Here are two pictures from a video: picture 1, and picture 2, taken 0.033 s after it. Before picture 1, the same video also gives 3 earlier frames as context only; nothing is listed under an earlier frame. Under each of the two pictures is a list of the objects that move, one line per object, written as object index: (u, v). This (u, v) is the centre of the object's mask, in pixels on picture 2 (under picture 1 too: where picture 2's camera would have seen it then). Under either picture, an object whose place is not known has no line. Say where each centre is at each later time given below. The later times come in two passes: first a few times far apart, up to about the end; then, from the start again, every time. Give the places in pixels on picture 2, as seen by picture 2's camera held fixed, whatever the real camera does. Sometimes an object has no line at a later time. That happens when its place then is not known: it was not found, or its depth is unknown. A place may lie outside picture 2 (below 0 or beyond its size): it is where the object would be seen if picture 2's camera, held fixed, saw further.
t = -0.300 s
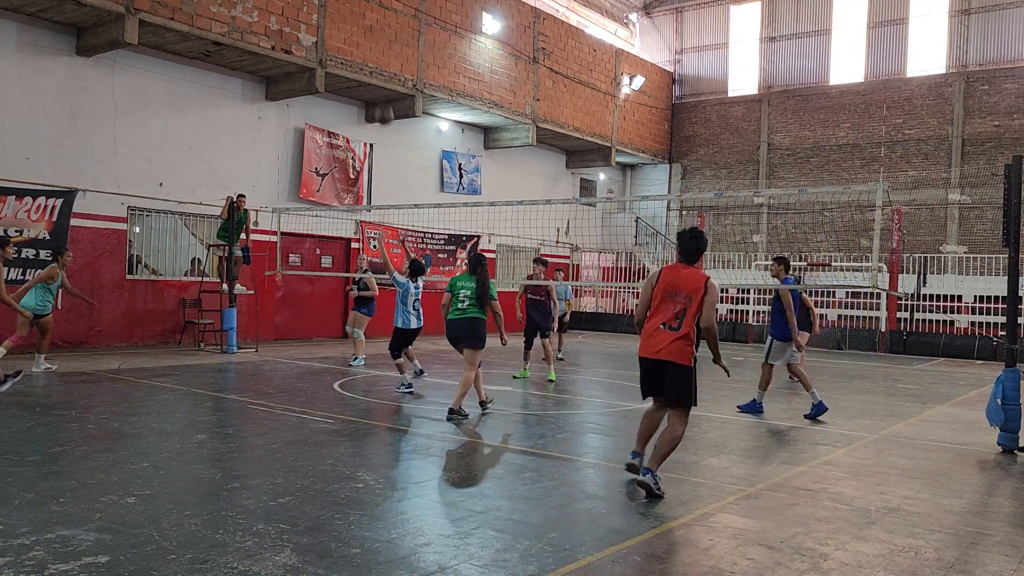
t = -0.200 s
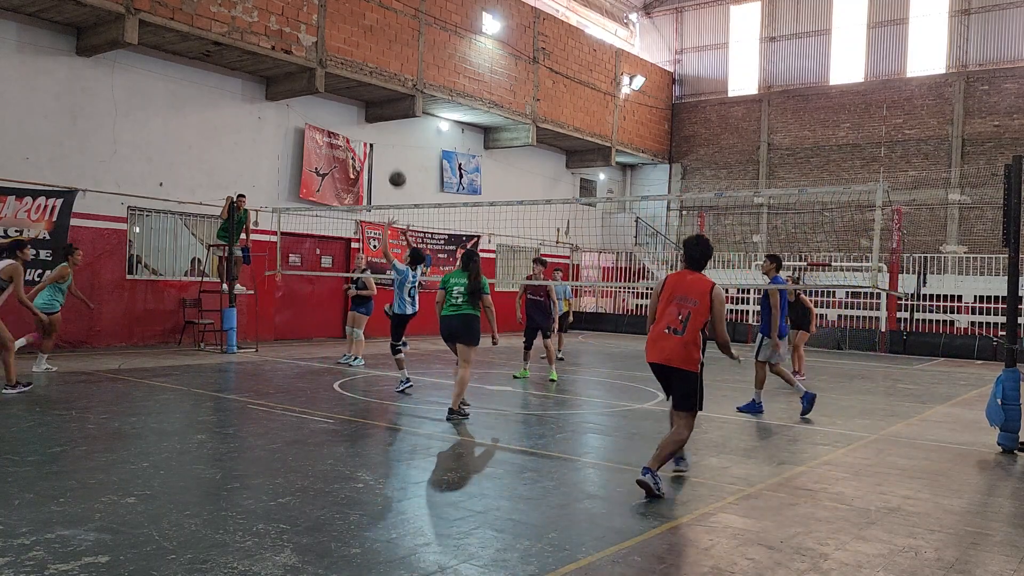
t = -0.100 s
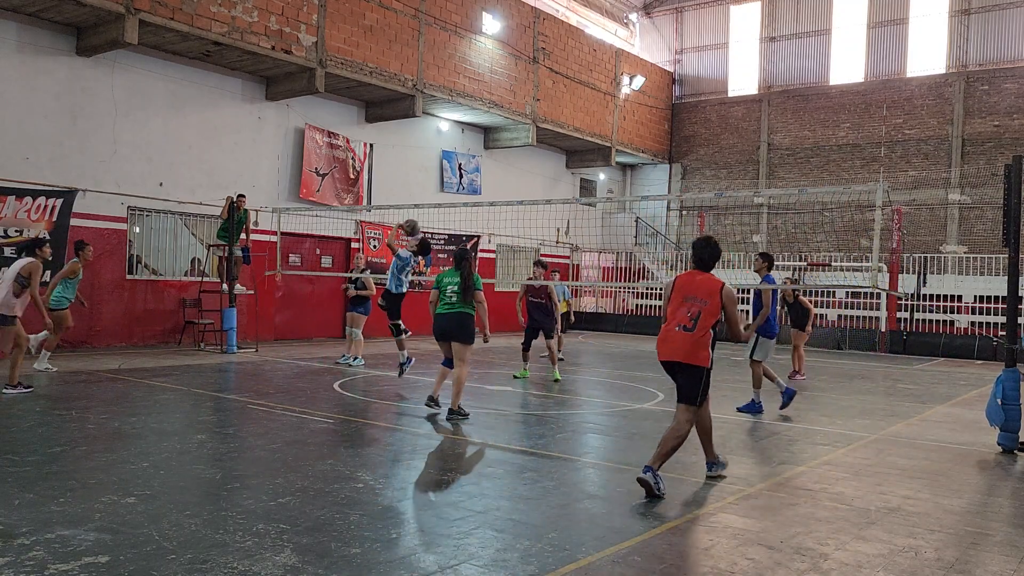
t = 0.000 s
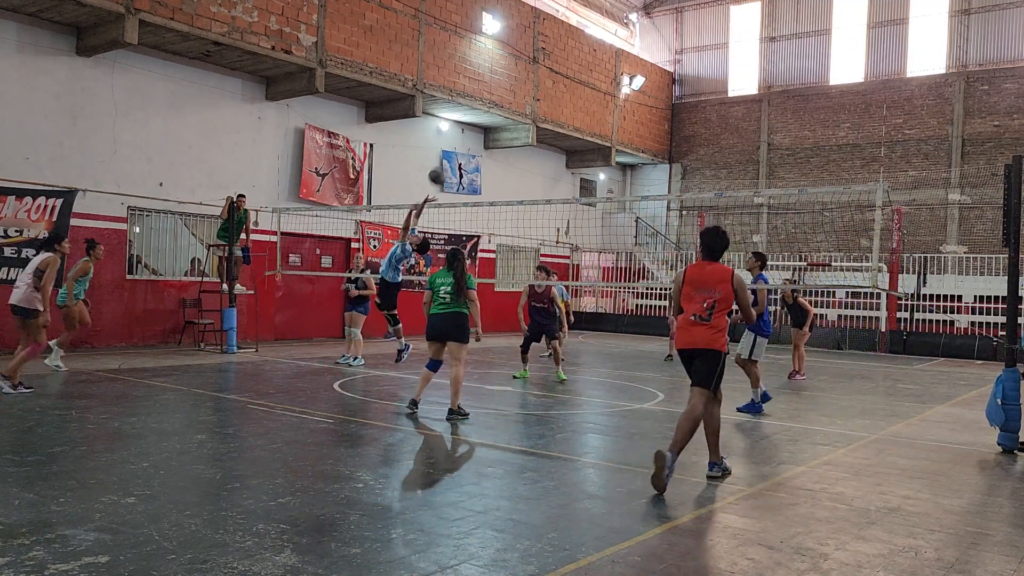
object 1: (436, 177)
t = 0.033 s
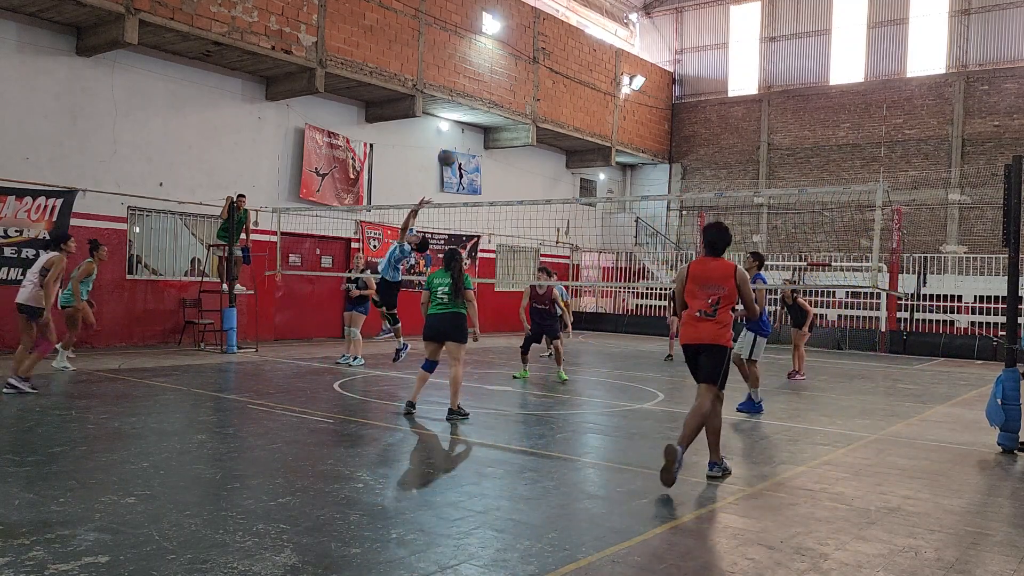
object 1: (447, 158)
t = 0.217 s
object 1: (499, 72)
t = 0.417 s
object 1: (558, 12)
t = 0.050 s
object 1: (451, 149)
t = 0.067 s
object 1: (456, 141)
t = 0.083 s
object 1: (461, 131)
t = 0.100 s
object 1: (465, 124)
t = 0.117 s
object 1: (470, 117)
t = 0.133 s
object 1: (476, 108)
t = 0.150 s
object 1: (479, 100)
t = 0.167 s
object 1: (485, 93)
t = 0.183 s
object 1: (489, 85)
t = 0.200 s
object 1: (495, 79)
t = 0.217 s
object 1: (499, 72)
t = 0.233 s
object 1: (504, 66)
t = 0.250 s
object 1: (509, 60)
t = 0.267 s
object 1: (514, 54)
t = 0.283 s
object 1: (518, 48)
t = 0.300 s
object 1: (523, 43)
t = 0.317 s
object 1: (528, 37)
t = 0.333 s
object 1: (533, 32)
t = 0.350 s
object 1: (538, 28)
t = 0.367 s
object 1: (543, 24)
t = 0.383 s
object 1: (547, 20)
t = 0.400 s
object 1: (552, 16)
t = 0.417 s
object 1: (558, 12)
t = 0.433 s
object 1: (563, 8)
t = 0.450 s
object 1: (567, 6)
